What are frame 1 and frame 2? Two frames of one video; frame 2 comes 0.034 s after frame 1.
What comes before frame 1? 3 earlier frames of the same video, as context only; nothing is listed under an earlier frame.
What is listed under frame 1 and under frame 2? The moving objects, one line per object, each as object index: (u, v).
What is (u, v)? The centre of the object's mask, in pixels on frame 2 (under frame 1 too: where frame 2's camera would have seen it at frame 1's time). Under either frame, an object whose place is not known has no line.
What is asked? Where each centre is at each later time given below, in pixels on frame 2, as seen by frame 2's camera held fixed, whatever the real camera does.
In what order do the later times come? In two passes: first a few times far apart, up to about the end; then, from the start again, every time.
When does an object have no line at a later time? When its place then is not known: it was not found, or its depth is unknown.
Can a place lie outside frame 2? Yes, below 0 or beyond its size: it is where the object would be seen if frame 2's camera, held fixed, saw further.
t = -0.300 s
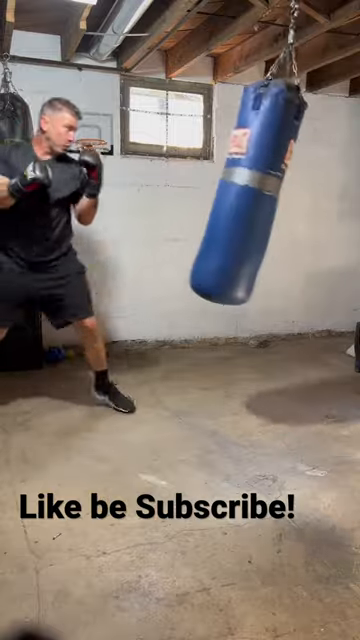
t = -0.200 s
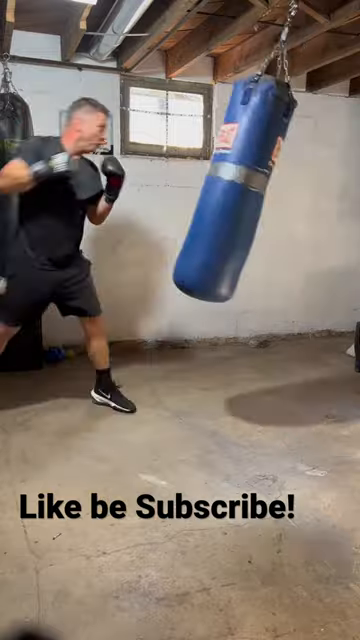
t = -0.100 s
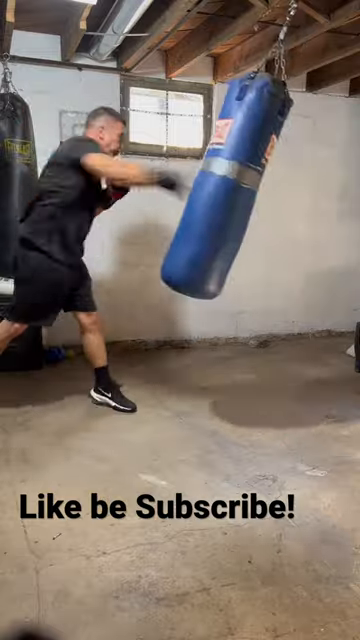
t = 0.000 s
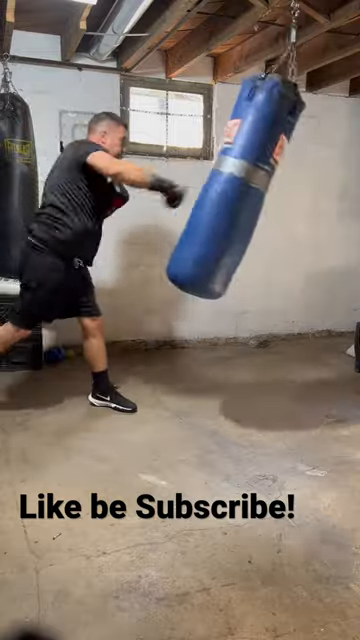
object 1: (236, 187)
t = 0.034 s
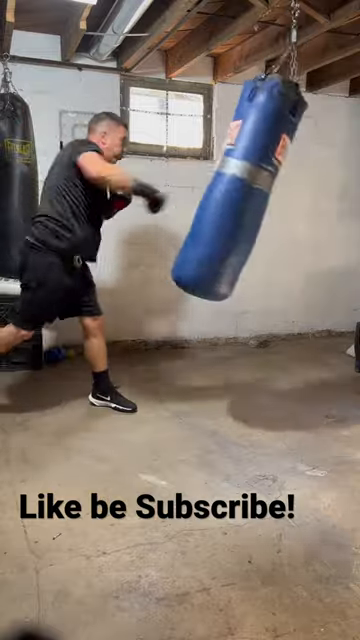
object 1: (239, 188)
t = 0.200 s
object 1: (261, 193)
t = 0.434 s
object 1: (305, 197)
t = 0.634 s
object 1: (330, 182)
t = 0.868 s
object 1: (333, 170)
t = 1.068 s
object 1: (326, 183)
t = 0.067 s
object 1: (243, 190)
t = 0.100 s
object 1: (246, 192)
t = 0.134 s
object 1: (250, 192)
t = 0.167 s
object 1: (255, 192)
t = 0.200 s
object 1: (261, 193)
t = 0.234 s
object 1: (267, 195)
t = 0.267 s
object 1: (275, 198)
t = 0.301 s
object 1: (282, 197)
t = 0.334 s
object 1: (289, 197)
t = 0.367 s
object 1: (295, 197)
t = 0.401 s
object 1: (300, 197)
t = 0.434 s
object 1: (305, 197)
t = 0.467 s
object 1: (311, 195)
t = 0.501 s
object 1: (316, 195)
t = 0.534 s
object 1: (320, 192)
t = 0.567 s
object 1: (324, 189)
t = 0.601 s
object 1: (327, 185)
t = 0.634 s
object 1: (330, 182)
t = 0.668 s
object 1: (331, 178)
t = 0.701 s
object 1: (331, 175)
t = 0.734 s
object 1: (331, 173)
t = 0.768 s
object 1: (331, 171)
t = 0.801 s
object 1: (332, 170)
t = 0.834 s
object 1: (332, 170)
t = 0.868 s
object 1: (333, 170)
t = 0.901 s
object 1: (333, 171)
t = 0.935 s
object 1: (333, 173)
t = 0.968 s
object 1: (332, 175)
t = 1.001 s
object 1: (330, 177)
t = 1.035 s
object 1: (328, 180)
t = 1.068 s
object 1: (326, 183)
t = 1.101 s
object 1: (324, 186)
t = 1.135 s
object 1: (322, 190)
